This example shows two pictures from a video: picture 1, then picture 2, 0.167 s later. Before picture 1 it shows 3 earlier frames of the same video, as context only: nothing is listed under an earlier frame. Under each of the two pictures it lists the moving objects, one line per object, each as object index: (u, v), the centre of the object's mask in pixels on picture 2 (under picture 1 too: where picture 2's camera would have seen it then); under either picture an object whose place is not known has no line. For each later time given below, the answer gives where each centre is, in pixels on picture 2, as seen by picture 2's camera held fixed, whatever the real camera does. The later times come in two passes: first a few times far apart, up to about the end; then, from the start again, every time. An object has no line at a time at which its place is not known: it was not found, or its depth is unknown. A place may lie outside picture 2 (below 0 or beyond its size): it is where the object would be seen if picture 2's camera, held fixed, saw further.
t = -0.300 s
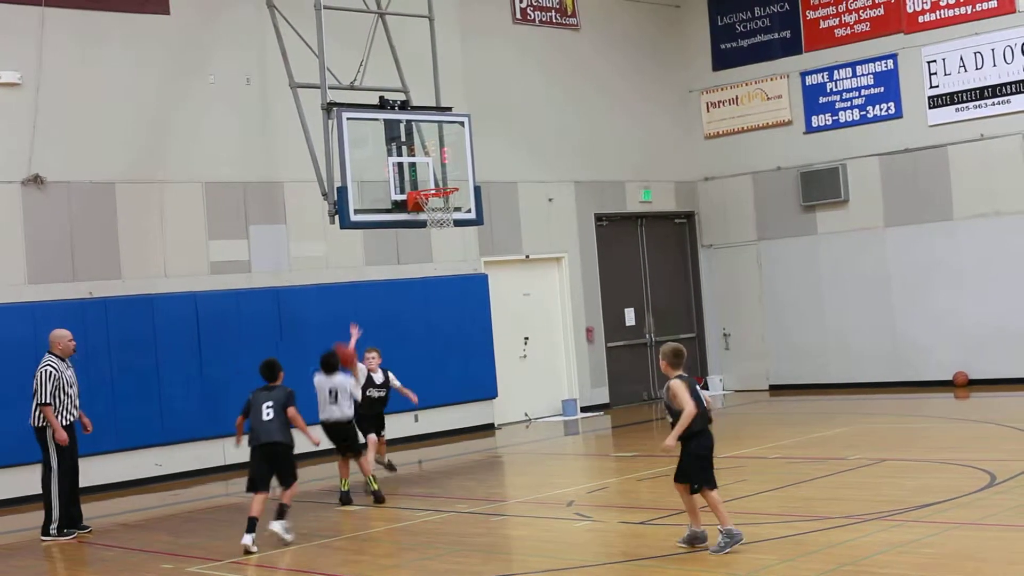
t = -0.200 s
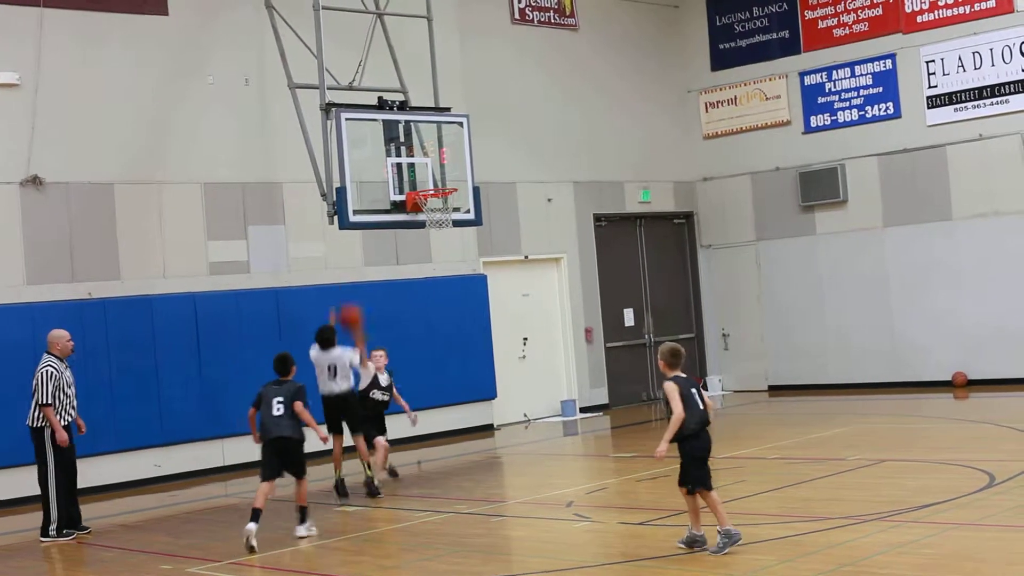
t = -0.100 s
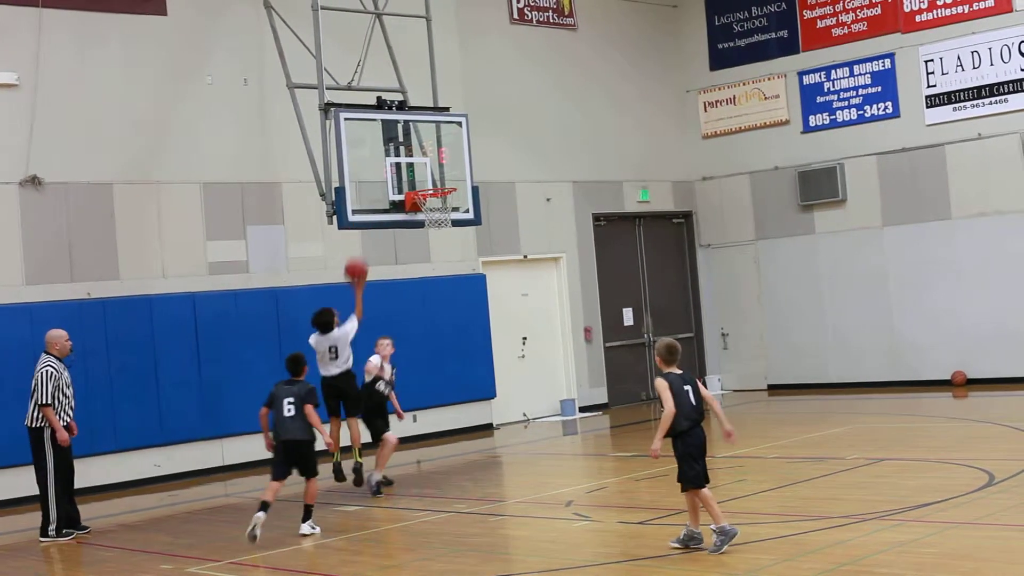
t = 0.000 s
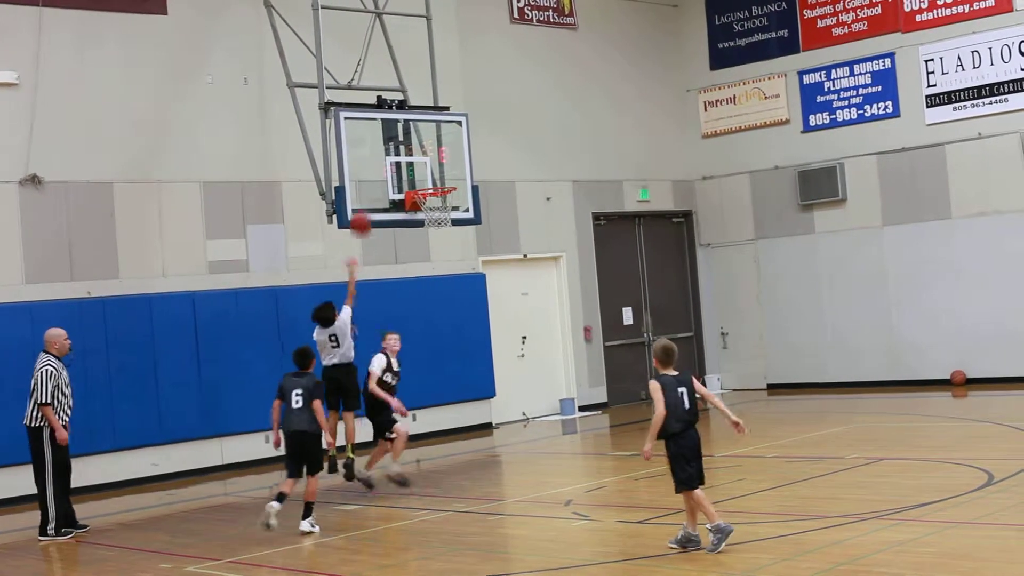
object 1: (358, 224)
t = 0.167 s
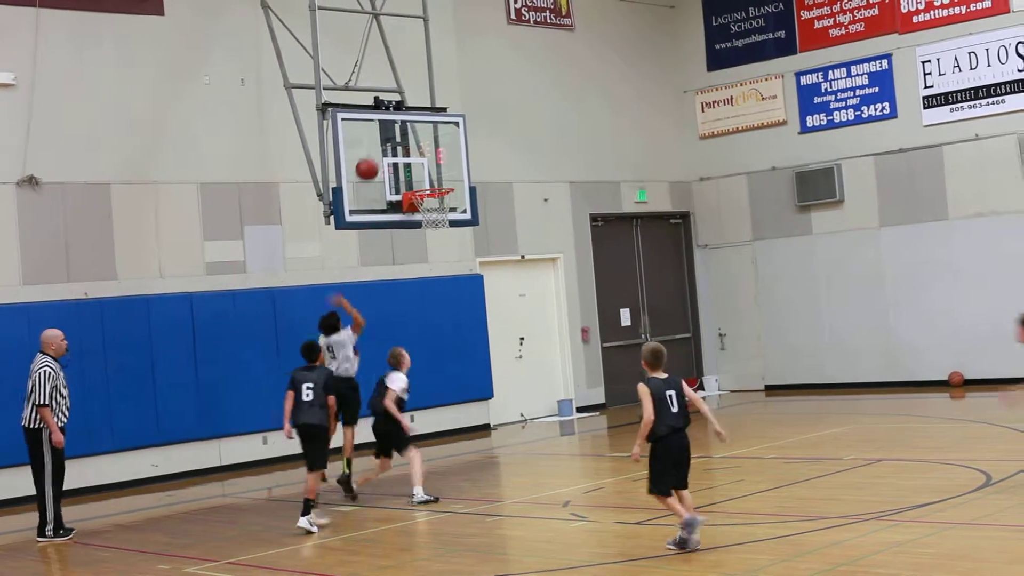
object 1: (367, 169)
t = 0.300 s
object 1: (375, 146)
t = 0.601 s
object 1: (411, 152)
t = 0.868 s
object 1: (431, 206)
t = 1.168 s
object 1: (428, 232)
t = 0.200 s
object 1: (369, 162)
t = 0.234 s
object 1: (371, 155)
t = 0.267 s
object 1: (373, 150)
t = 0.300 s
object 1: (375, 146)
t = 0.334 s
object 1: (377, 143)
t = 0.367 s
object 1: (379, 141)
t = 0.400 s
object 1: (381, 140)
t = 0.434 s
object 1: (384, 140)
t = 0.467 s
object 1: (386, 140)
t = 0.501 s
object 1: (391, 141)
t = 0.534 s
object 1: (398, 144)
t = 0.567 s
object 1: (404, 147)
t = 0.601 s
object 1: (411, 152)
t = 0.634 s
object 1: (416, 157)
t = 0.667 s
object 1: (423, 164)
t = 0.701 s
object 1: (429, 172)
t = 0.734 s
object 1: (436, 180)
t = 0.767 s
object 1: (440, 188)
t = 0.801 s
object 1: (437, 195)
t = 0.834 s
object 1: (436, 198)
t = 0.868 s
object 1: (431, 206)
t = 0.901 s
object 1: (425, 212)
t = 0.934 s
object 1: (422, 214)
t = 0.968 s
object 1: (425, 220)
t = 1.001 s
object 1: (423, 216)
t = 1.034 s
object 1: (421, 213)
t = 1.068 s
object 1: (424, 216)
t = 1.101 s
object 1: (424, 228)
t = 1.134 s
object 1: (426, 230)
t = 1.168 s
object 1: (428, 232)
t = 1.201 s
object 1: (430, 234)
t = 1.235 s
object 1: (431, 237)
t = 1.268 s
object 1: (434, 243)
